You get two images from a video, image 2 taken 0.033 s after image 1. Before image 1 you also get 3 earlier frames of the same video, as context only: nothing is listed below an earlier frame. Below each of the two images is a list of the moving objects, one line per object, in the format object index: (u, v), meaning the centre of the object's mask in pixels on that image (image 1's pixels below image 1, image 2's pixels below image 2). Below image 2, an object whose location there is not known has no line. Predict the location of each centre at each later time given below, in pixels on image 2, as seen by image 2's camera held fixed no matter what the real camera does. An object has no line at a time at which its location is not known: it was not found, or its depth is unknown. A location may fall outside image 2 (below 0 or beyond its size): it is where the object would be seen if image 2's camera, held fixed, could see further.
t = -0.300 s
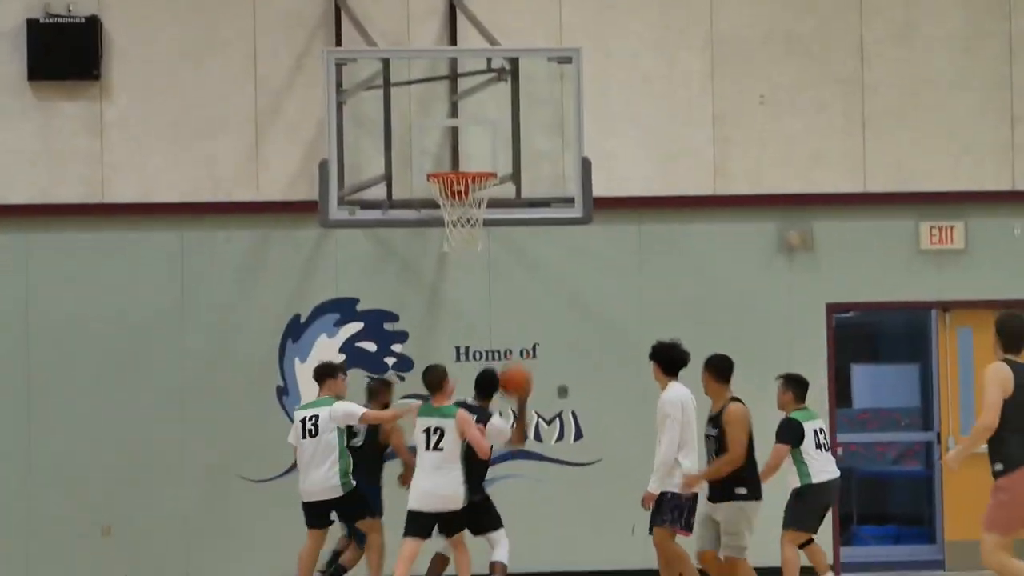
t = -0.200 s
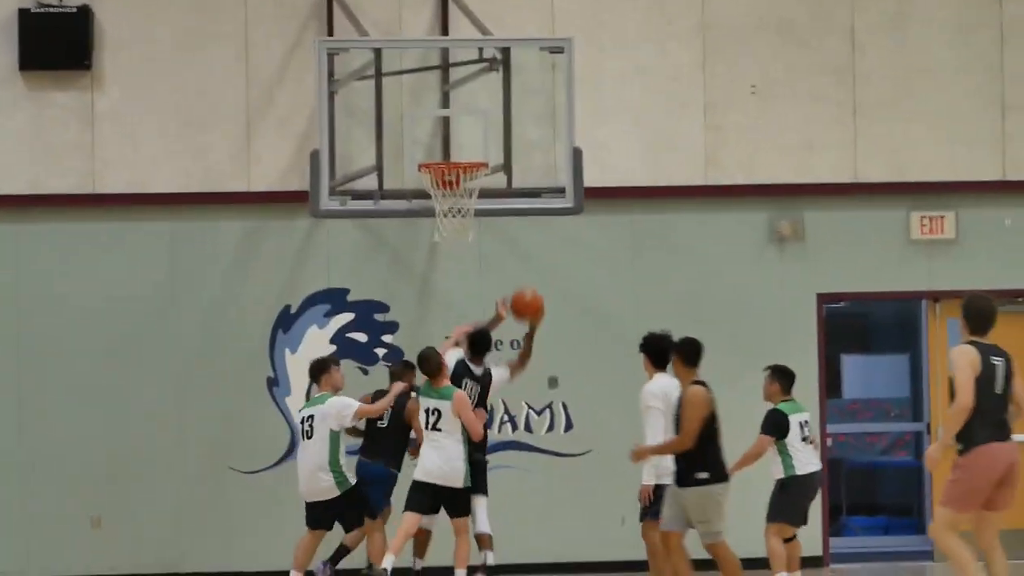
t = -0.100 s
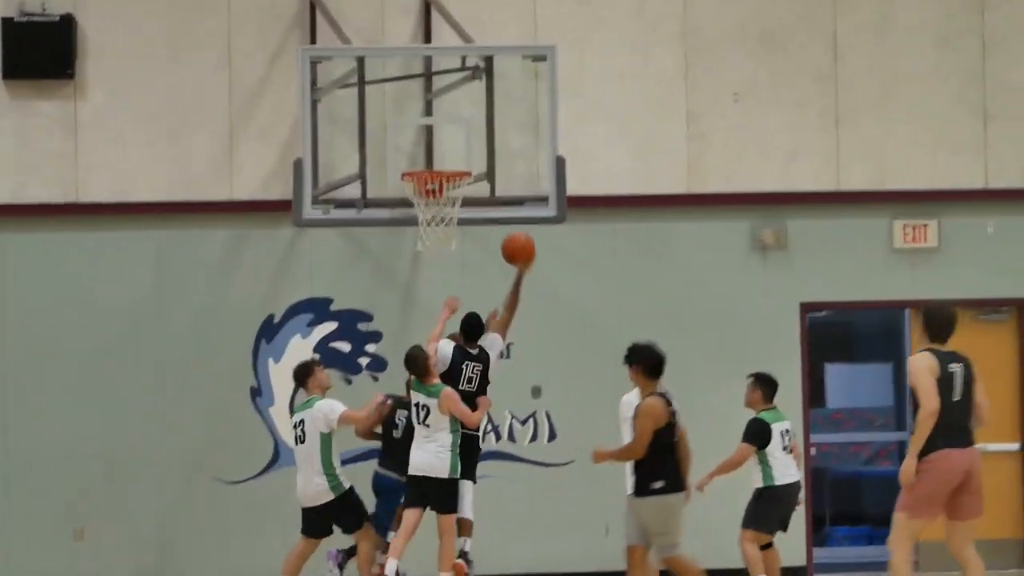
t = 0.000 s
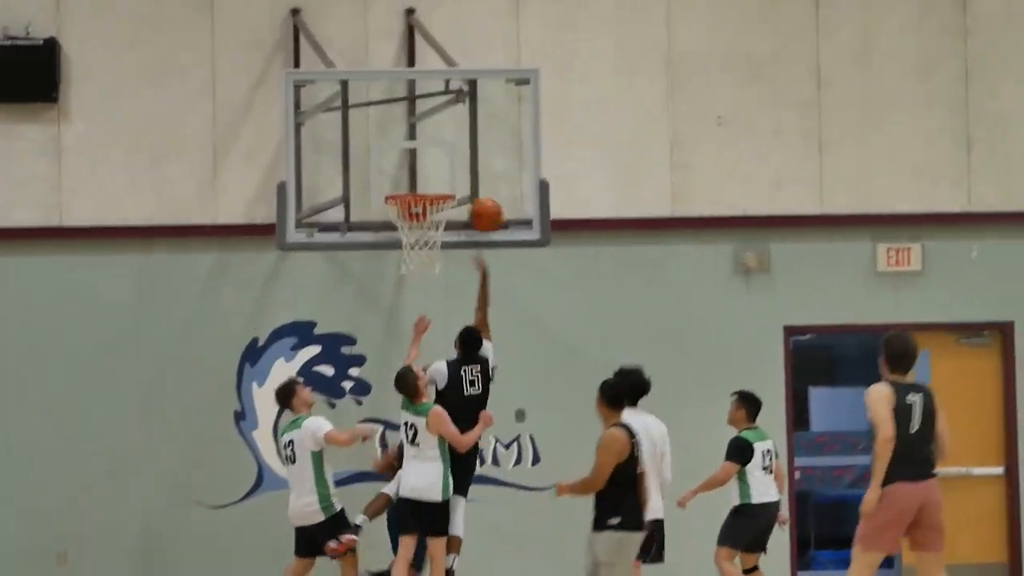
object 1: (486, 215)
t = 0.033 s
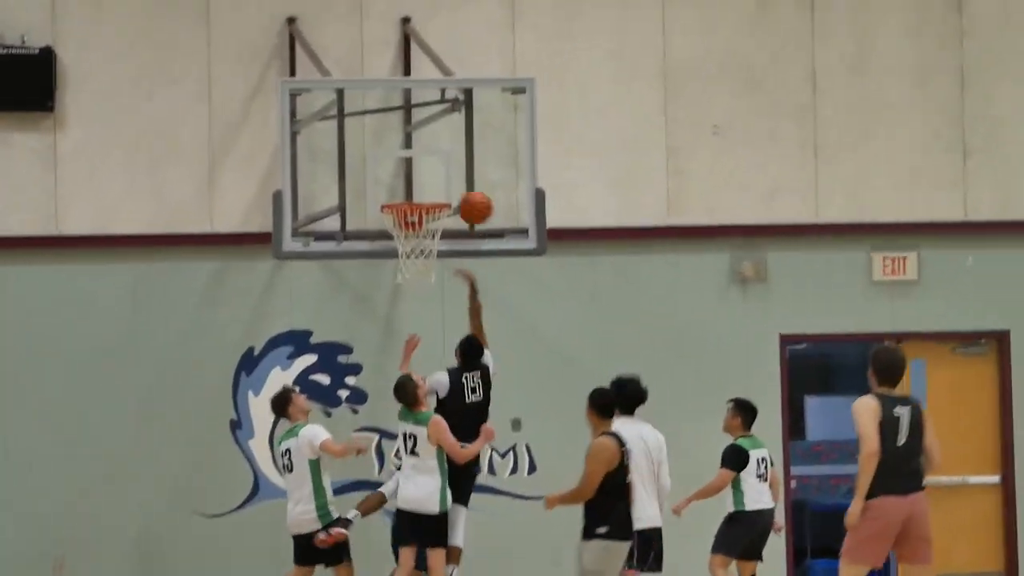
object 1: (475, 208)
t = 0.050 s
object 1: (472, 200)
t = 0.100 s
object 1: (462, 177)
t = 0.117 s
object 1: (459, 171)
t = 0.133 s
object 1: (455, 165)
